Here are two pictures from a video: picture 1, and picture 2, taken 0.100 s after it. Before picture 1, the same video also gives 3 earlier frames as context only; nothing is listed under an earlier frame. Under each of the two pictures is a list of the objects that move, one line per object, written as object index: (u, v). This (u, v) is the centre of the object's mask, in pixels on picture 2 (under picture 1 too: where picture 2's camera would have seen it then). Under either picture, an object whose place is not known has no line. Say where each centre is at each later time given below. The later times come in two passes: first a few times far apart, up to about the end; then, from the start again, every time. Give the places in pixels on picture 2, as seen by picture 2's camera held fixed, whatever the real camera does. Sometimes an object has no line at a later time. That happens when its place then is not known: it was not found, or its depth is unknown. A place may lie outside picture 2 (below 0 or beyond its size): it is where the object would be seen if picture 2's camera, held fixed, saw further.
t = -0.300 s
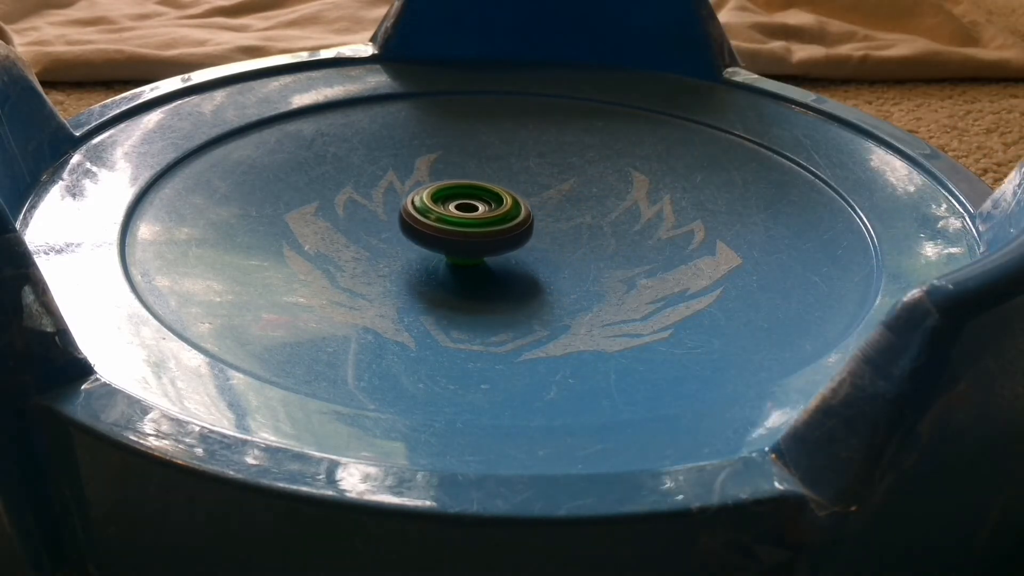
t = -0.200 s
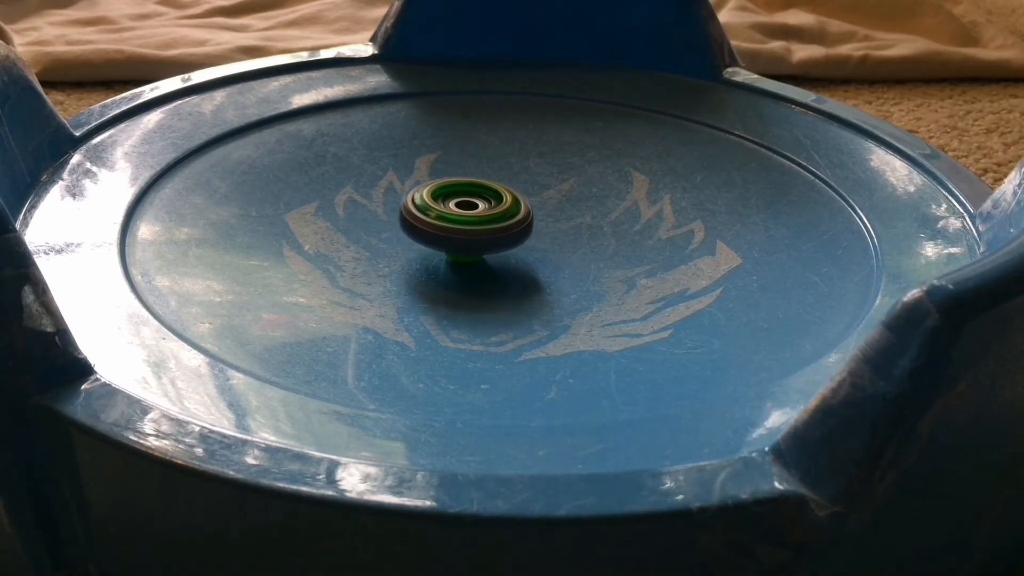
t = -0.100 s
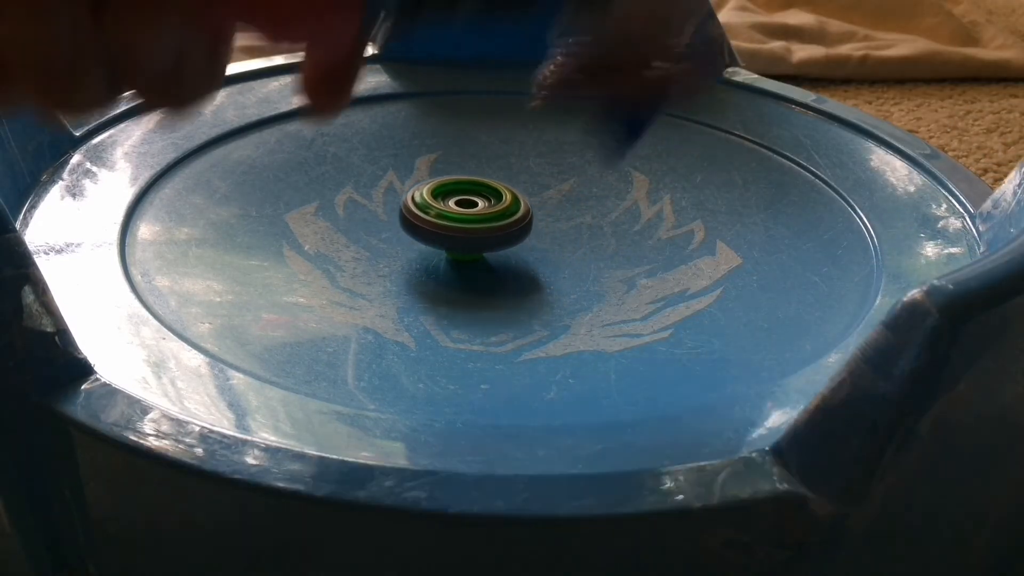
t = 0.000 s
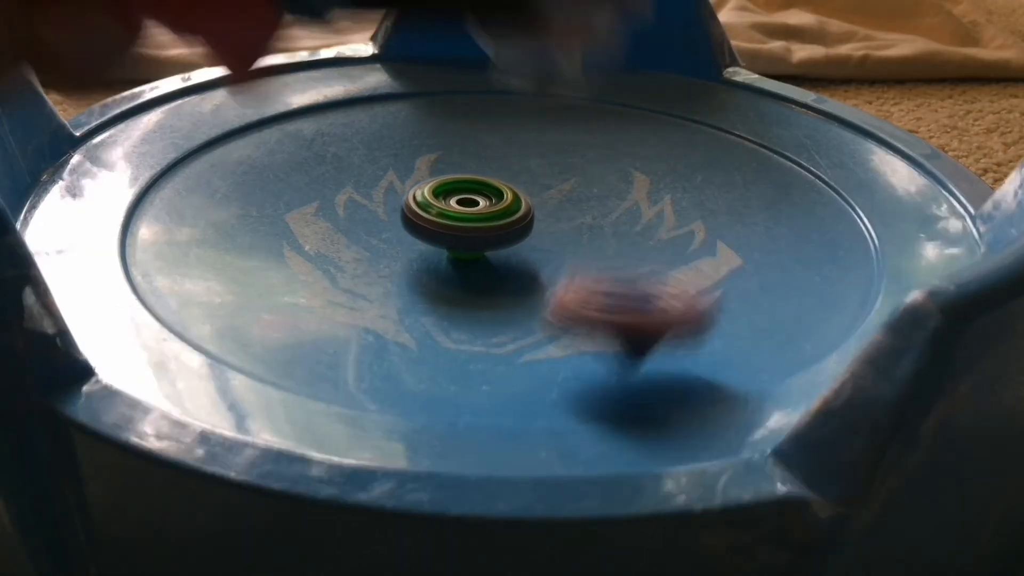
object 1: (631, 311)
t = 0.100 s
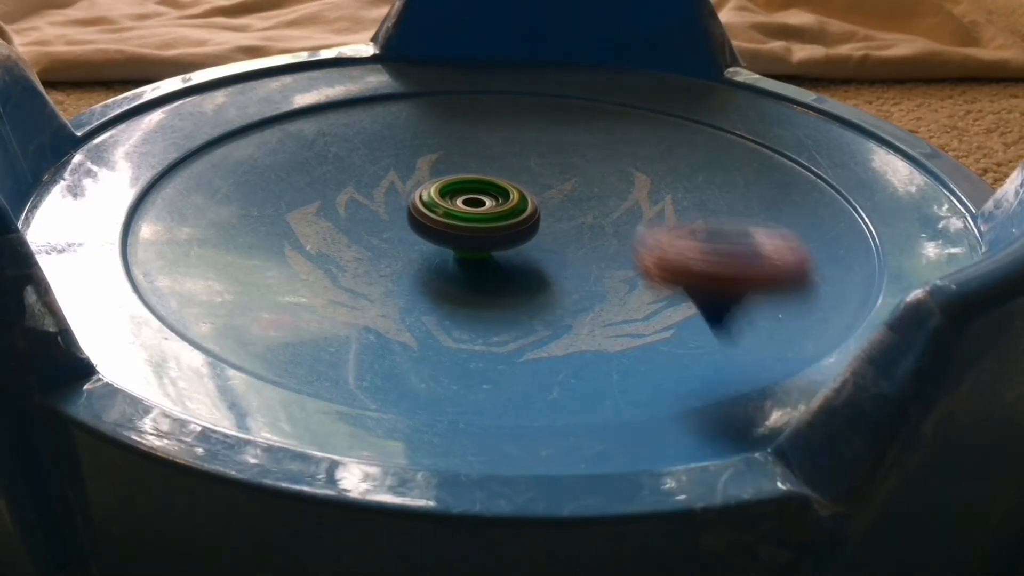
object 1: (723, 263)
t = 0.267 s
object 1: (783, 304)
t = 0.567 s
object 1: (735, 303)
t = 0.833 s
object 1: (578, 287)
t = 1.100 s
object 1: (867, 246)
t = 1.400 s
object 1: (611, 282)
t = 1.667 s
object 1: (567, 137)
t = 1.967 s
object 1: (764, 121)
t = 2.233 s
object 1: (751, 293)
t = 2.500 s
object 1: (203, 157)
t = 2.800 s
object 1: (385, 62)
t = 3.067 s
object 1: (510, 120)
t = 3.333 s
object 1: (613, 152)
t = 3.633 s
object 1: (225, 129)
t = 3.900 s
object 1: (293, 43)
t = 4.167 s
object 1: (512, 133)
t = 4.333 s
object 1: (913, 71)
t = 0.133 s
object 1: (748, 313)
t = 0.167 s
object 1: (764, 302)
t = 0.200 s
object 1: (775, 310)
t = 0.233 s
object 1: (781, 307)
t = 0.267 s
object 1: (783, 304)
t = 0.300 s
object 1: (782, 301)
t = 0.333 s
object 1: (780, 299)
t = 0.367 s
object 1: (775, 297)
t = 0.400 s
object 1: (770, 297)
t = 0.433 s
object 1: (764, 297)
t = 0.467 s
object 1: (758, 298)
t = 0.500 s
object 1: (751, 299)
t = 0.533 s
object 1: (743, 301)
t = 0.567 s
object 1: (735, 303)
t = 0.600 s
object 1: (726, 305)
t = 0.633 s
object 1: (718, 308)
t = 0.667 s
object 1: (709, 311)
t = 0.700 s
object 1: (696, 314)
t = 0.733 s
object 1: (673, 315)
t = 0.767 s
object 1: (638, 311)
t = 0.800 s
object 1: (604, 301)
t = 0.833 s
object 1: (578, 287)
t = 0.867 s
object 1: (561, 270)
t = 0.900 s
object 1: (581, 261)
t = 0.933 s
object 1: (638, 262)
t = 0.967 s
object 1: (699, 259)
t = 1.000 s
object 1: (755, 257)
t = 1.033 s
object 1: (808, 257)
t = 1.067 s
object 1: (857, 258)
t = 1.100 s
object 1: (867, 246)
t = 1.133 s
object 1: (860, 261)
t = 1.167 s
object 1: (838, 266)
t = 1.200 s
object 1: (808, 276)
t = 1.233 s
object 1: (778, 281)
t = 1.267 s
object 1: (748, 286)
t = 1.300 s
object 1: (719, 290)
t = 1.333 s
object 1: (686, 291)
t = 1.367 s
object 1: (648, 289)
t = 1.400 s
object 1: (611, 282)
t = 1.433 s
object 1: (580, 269)
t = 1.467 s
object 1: (559, 252)
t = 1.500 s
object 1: (544, 233)
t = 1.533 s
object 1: (538, 213)
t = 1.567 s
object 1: (538, 193)
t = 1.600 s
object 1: (543, 174)
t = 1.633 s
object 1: (552, 156)
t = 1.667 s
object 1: (567, 137)
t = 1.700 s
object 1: (583, 124)
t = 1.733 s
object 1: (603, 113)
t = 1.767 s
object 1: (624, 105)
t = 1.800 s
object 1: (647, 99)
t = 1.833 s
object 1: (672, 96)
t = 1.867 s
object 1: (697, 96)
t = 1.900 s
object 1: (726, 95)
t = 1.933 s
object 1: (745, 109)
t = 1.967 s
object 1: (764, 121)
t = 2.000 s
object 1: (785, 133)
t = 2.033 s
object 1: (810, 148)
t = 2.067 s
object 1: (835, 163)
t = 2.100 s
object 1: (852, 184)
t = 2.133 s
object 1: (859, 213)
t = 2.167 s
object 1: (847, 239)
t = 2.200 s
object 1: (810, 268)
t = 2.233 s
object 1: (751, 293)
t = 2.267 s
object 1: (664, 310)
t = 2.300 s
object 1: (567, 314)
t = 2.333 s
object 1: (473, 307)
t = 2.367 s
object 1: (384, 289)
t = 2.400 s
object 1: (311, 261)
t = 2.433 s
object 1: (256, 227)
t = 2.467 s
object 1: (218, 193)
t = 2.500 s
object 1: (203, 157)
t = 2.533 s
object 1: (202, 122)
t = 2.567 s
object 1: (227, 83)
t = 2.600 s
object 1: (267, 69)
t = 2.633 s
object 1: (308, 51)
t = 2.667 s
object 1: (355, 33)
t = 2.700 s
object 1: (362, 21)
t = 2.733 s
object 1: (366, 19)
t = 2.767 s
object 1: (373, 27)
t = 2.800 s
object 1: (385, 62)
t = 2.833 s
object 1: (400, 73)
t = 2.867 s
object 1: (419, 97)
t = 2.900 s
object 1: (441, 117)
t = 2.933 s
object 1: (467, 134)
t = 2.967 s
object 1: (495, 150)
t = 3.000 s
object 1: (520, 159)
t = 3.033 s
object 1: (515, 141)
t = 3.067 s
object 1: (510, 120)
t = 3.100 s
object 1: (510, 105)
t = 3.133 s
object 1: (515, 95)
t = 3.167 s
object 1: (526, 90)
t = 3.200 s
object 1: (542, 90)
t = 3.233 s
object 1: (561, 96)
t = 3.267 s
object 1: (582, 108)
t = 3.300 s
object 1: (601, 128)
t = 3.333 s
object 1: (613, 152)
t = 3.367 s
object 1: (616, 180)
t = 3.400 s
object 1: (603, 204)
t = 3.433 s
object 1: (571, 225)
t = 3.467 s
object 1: (498, 219)
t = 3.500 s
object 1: (423, 210)
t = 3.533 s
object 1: (357, 197)
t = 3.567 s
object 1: (301, 176)
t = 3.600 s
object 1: (258, 153)
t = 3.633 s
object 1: (225, 129)
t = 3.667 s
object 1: (210, 104)
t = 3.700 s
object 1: (217, 88)
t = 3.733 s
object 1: (229, 85)
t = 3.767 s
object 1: (241, 78)
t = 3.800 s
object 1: (254, 69)
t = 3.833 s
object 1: (267, 60)
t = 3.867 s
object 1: (280, 52)
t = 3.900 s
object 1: (293, 43)
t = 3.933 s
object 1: (311, 34)
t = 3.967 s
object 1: (335, 35)
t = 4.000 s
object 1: (363, 36)
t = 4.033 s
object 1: (389, 45)
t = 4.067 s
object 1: (413, 58)
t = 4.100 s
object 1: (441, 80)
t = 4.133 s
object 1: (476, 104)
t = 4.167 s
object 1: (512, 133)
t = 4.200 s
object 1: (544, 166)
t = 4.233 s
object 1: (574, 191)
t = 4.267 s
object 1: (703, 159)
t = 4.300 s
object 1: (804, 120)
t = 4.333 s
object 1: (913, 71)
